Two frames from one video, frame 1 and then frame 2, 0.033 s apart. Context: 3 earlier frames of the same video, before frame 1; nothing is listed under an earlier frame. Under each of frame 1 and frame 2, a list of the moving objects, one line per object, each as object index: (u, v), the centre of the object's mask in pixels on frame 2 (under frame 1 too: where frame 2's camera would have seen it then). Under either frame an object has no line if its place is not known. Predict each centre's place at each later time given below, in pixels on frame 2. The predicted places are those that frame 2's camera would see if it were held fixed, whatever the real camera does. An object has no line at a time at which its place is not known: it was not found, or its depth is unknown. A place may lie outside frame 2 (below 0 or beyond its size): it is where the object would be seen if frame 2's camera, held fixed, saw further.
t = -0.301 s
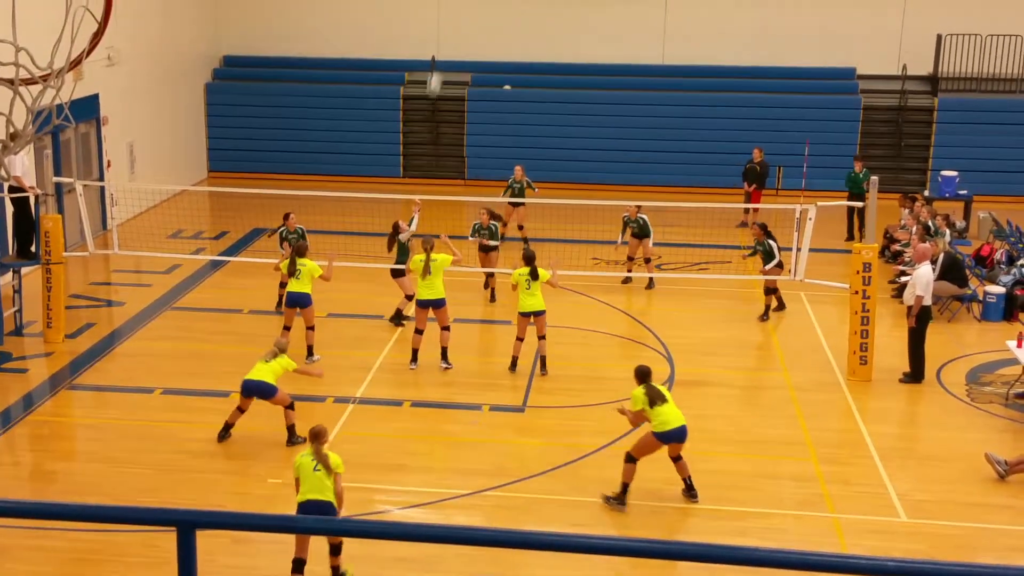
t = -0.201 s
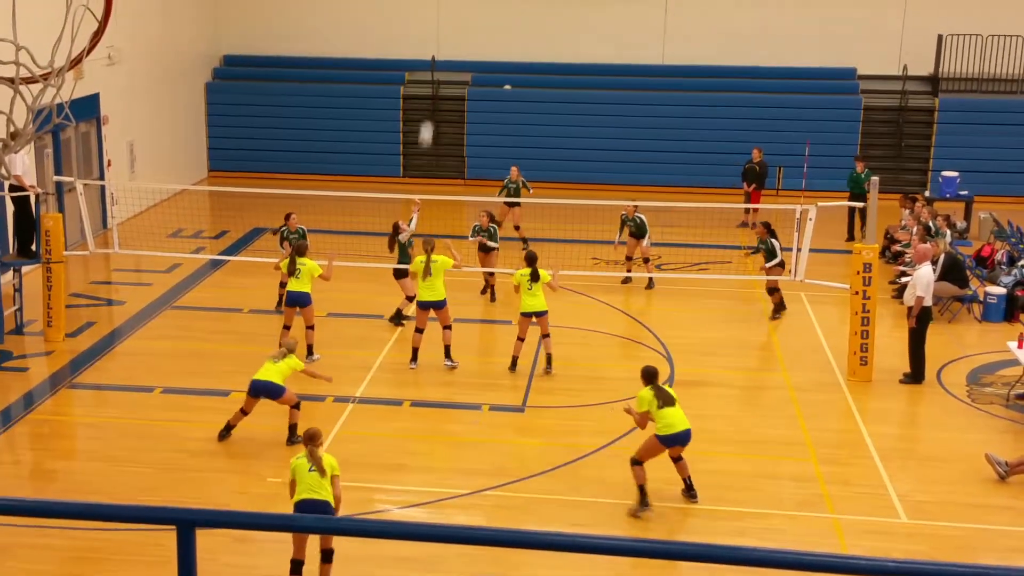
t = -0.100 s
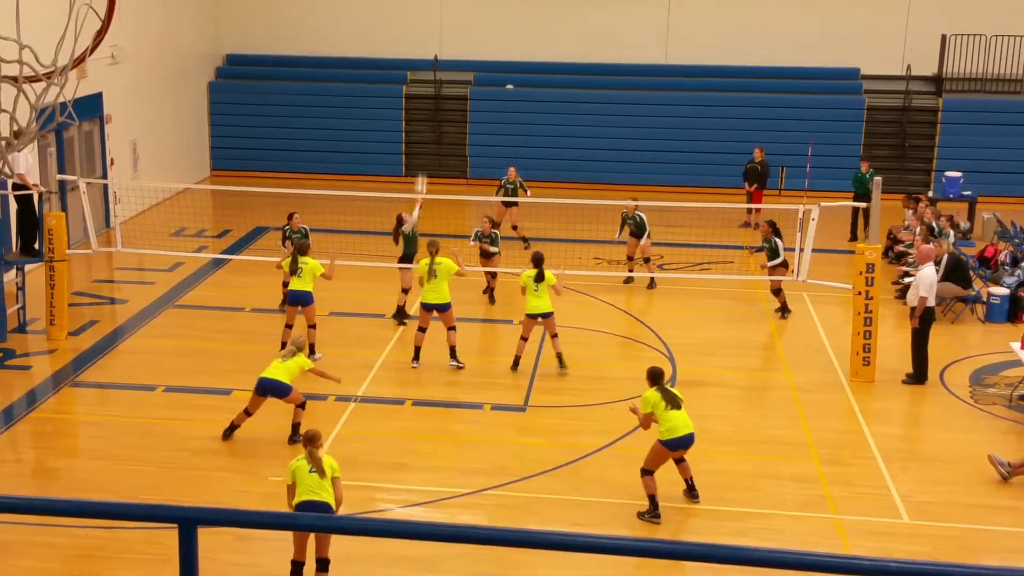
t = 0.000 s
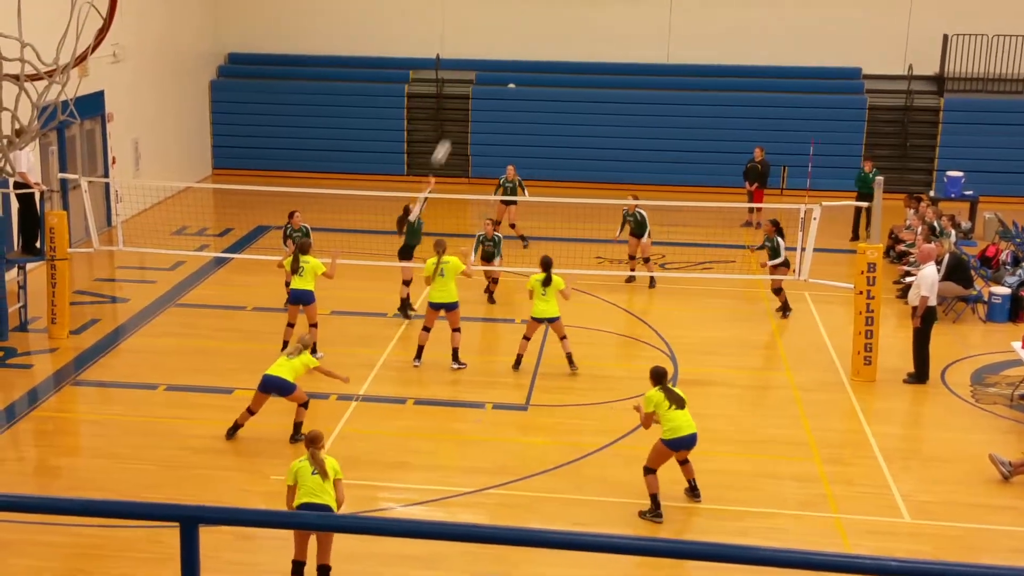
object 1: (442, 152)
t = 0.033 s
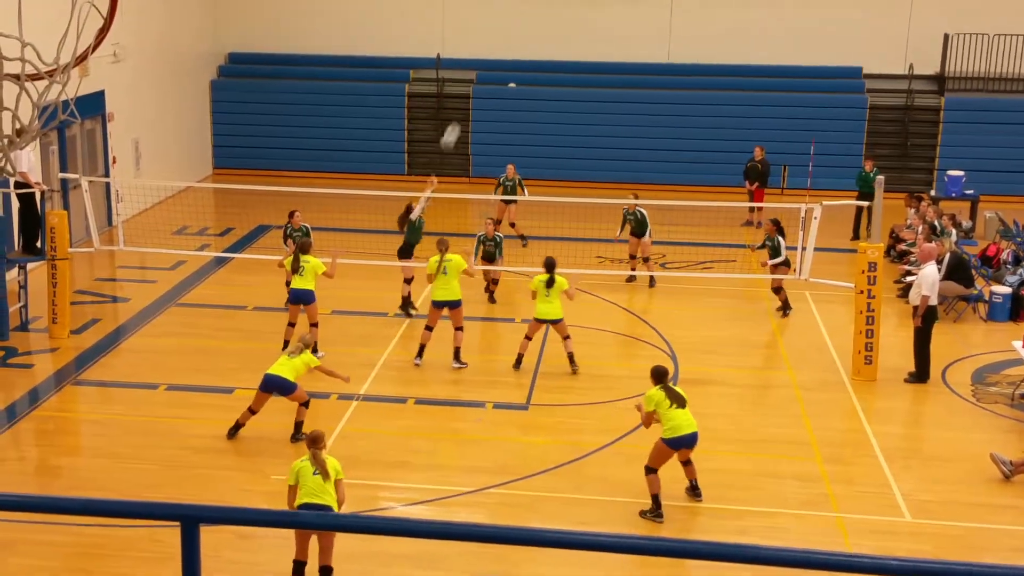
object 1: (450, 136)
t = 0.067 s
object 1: (458, 121)
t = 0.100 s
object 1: (466, 107)
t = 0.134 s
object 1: (476, 92)
